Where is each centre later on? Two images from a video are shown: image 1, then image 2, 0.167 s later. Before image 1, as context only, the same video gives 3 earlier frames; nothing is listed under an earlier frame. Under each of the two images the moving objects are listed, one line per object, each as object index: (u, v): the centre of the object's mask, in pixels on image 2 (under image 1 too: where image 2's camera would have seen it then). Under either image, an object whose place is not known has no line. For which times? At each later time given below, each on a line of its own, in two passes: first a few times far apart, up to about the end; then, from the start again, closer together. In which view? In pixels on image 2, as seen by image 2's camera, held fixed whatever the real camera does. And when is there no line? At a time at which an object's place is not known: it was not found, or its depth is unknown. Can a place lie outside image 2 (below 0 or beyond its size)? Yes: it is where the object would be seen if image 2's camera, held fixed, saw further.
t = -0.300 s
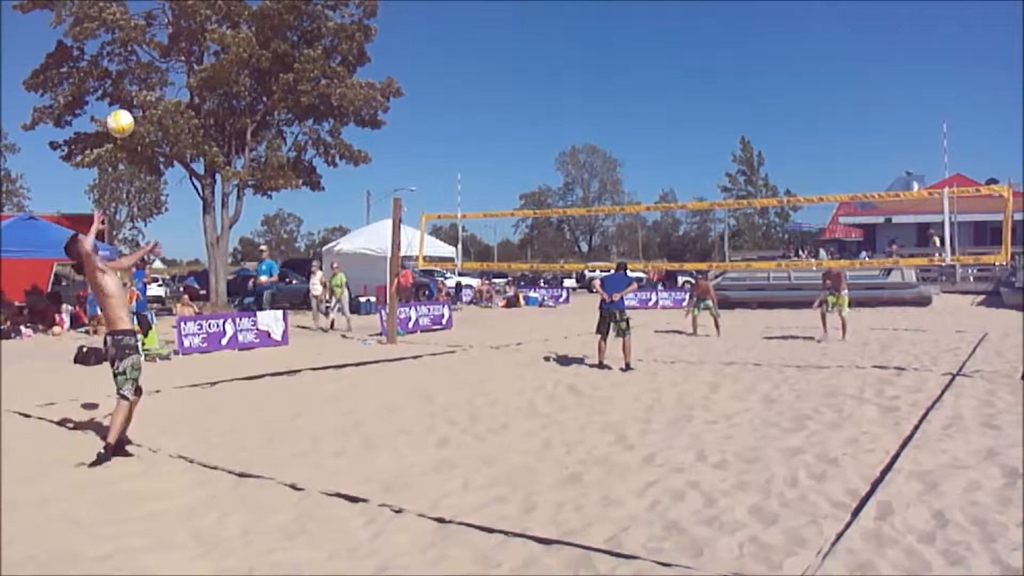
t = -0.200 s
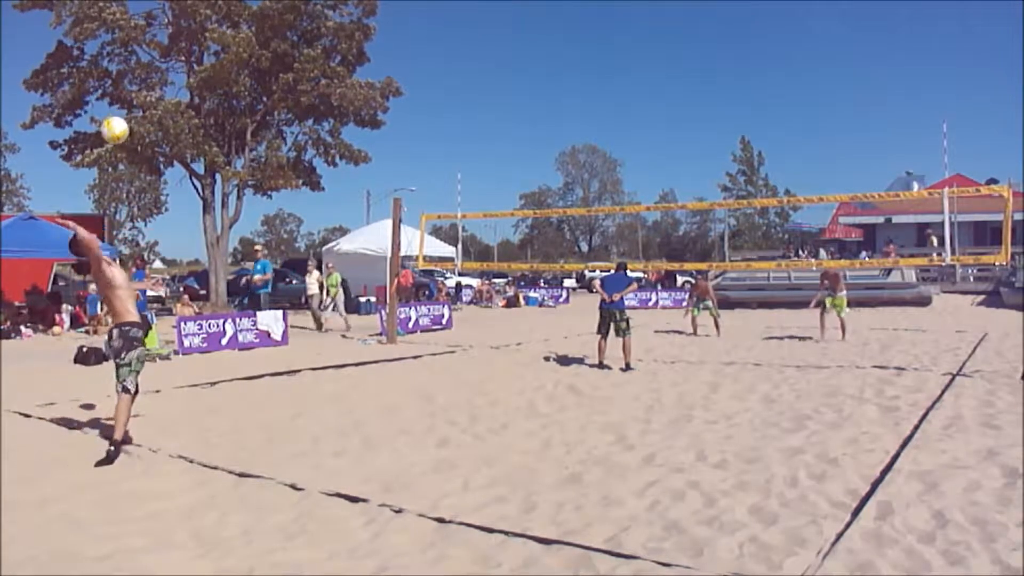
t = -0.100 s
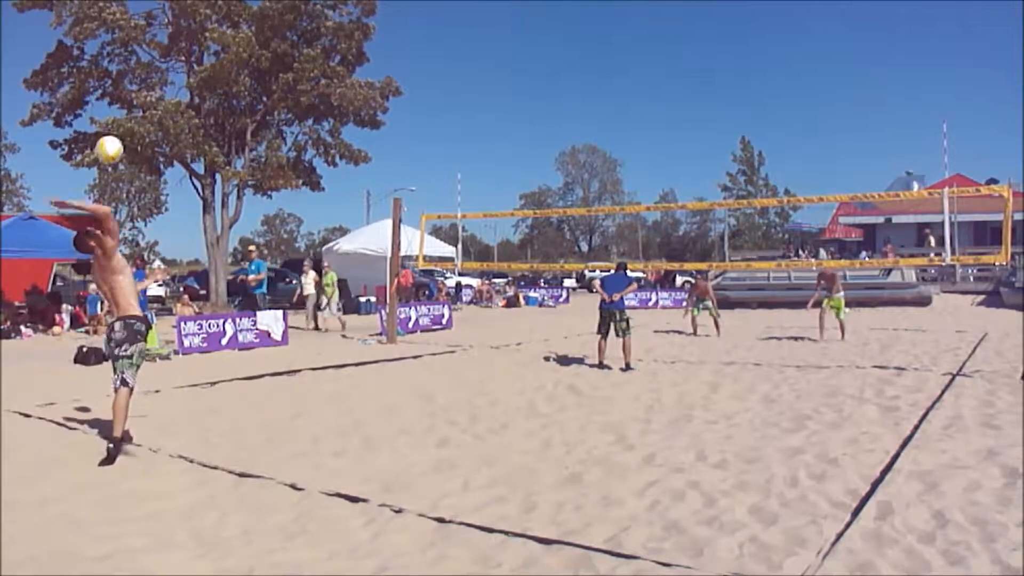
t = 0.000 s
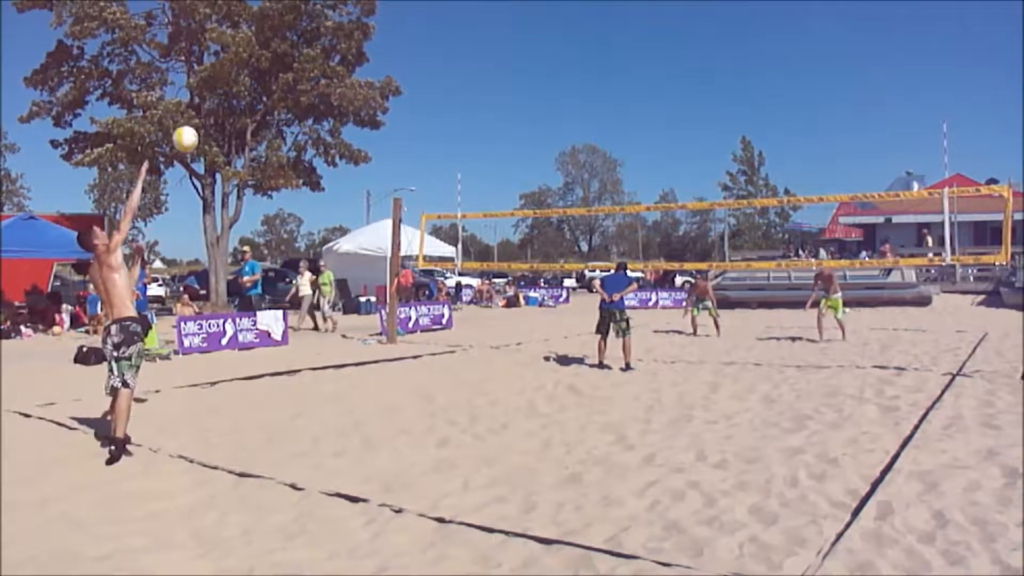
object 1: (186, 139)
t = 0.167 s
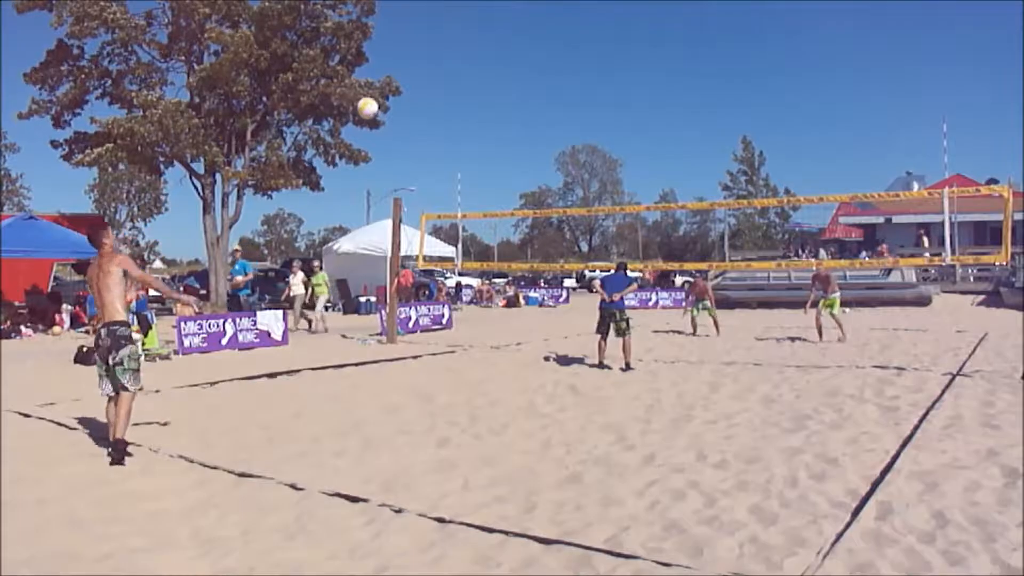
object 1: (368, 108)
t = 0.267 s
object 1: (446, 108)
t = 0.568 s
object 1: (605, 154)
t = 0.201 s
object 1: (396, 106)
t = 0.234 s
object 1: (422, 106)
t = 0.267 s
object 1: (446, 108)
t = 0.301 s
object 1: (468, 111)
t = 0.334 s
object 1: (490, 114)
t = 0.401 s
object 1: (527, 123)
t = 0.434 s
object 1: (545, 128)
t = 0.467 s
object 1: (561, 133)
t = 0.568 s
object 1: (605, 154)
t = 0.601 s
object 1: (618, 161)
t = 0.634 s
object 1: (630, 170)
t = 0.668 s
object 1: (642, 178)
